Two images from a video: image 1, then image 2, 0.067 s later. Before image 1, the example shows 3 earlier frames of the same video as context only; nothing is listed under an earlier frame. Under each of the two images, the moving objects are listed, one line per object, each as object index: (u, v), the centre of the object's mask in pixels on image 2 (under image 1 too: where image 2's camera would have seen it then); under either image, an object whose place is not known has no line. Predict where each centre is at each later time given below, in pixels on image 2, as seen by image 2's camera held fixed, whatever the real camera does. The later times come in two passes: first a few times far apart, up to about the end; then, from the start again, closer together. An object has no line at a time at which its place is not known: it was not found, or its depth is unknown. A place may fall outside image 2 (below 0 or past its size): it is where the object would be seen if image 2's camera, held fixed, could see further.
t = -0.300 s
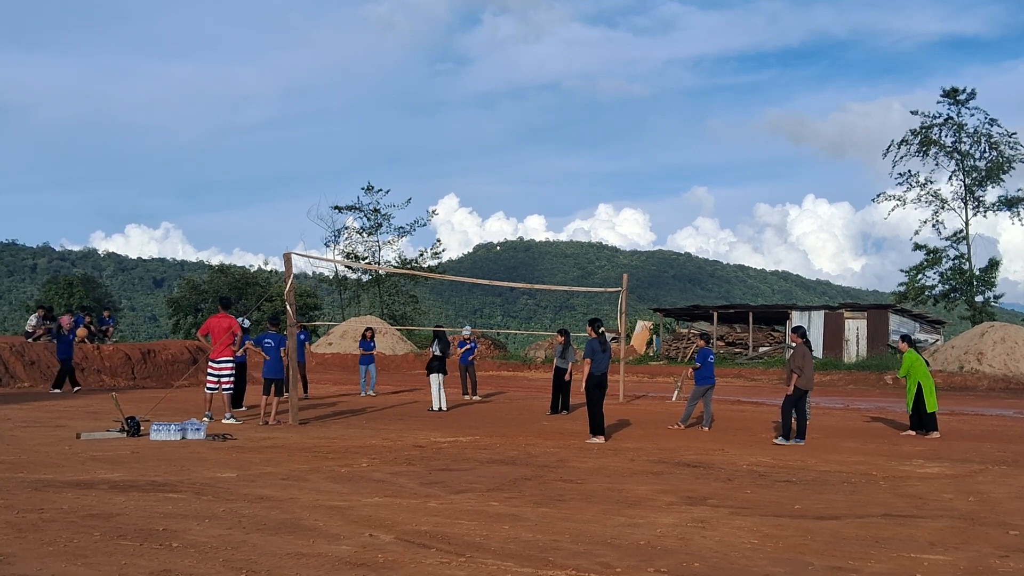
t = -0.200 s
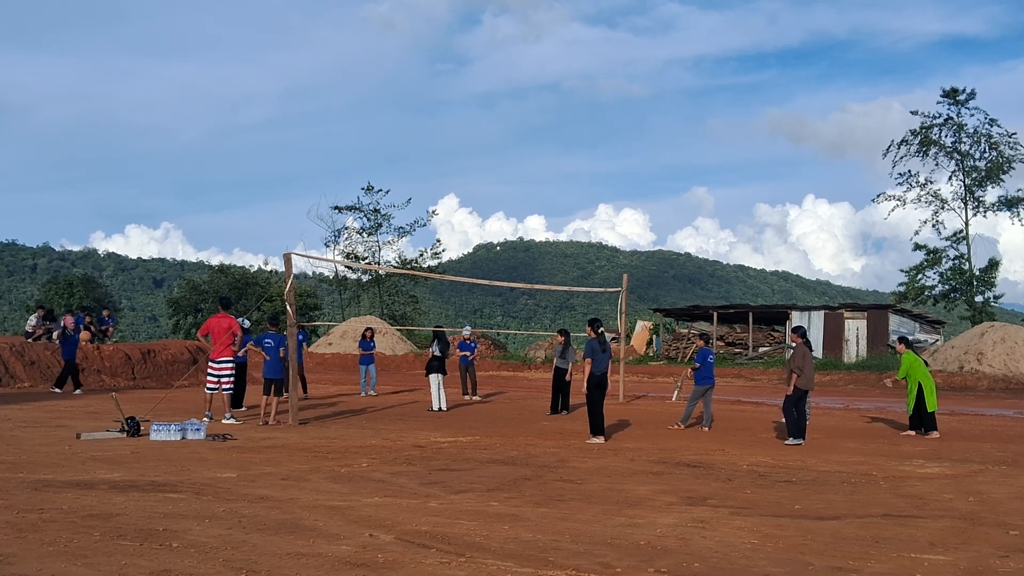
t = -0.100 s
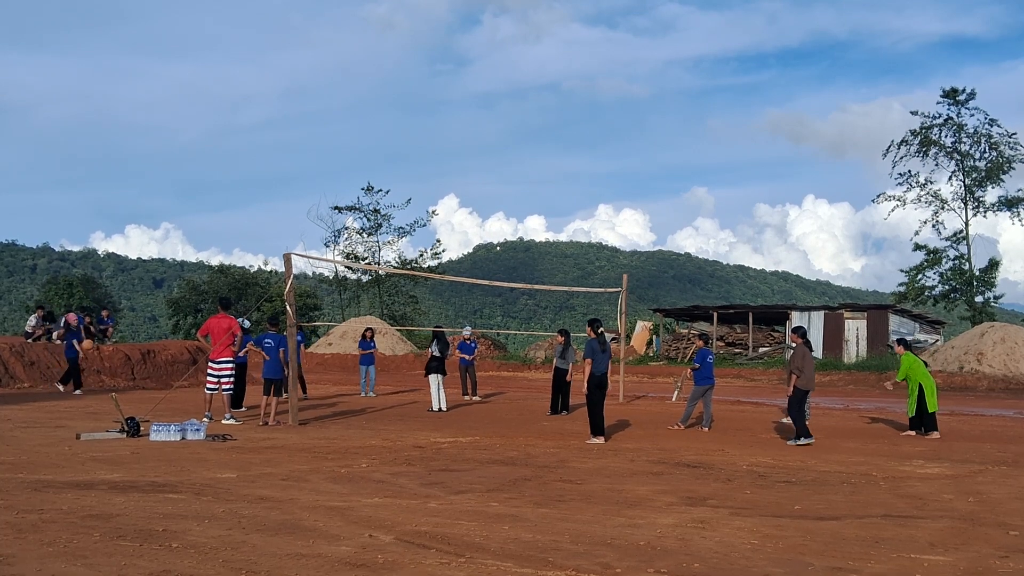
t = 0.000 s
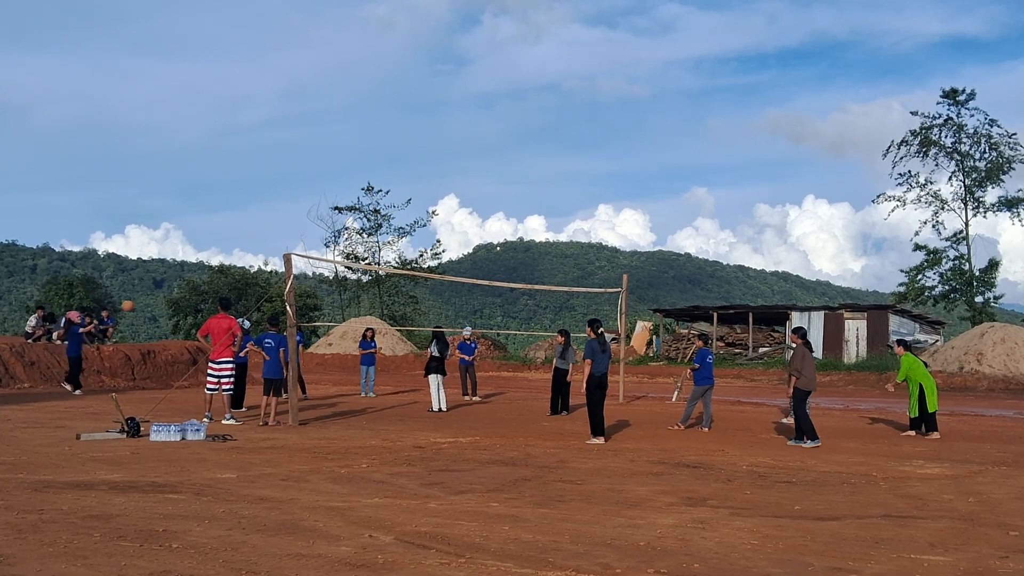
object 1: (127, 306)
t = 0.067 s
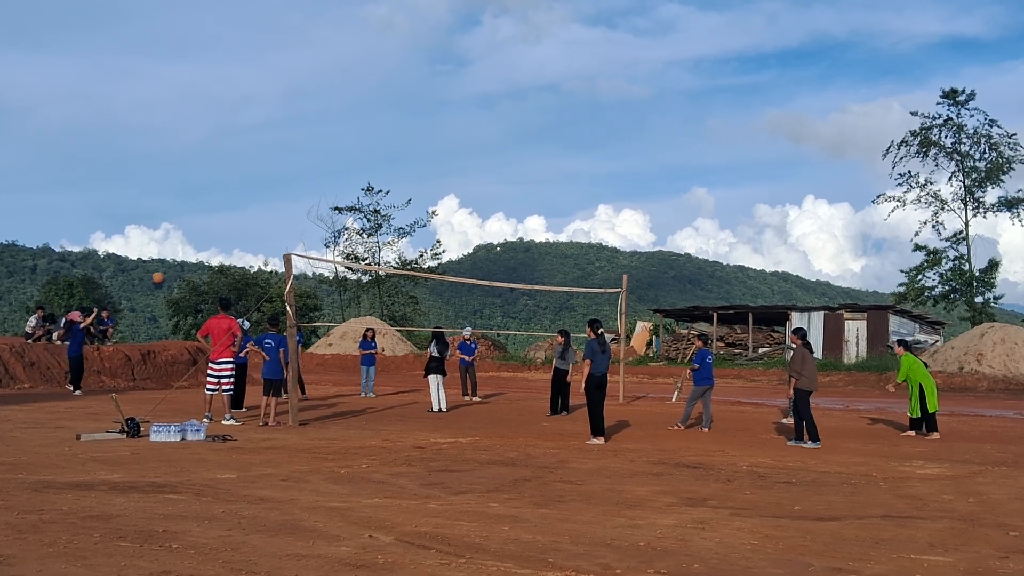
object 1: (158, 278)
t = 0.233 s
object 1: (233, 215)
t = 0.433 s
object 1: (320, 157)
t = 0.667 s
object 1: (420, 116)
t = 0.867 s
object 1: (506, 104)
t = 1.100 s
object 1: (606, 118)
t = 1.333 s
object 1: (705, 165)
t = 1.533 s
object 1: (788, 232)
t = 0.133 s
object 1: (189, 251)
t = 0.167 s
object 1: (203, 238)
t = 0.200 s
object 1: (219, 226)
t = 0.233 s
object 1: (233, 215)
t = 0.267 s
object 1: (248, 204)
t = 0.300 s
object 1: (263, 193)
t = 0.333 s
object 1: (277, 183)
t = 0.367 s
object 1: (291, 173)
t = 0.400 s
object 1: (306, 165)
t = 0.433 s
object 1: (320, 157)
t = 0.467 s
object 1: (334, 149)
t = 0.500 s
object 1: (349, 142)
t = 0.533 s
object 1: (363, 136)
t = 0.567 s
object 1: (377, 130)
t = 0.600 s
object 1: (392, 125)
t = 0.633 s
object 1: (406, 120)
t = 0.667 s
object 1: (420, 116)
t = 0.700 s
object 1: (435, 112)
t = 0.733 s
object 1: (449, 110)
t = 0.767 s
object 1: (463, 107)
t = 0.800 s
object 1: (477, 105)
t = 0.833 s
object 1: (492, 104)
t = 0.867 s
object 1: (506, 104)
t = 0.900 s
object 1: (520, 104)
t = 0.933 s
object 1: (534, 104)
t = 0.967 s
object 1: (549, 106)
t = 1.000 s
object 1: (563, 107)
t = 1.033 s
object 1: (577, 110)
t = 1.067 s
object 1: (592, 114)
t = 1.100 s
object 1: (606, 118)
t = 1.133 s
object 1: (620, 122)
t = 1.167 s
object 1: (634, 128)
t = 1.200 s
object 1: (649, 134)
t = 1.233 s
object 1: (663, 141)
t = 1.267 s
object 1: (677, 148)
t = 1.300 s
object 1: (691, 156)
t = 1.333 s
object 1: (705, 165)
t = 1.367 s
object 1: (719, 174)
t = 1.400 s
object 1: (733, 185)
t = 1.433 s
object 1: (746, 195)
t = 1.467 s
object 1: (760, 207)
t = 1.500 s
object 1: (774, 219)
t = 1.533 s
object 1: (788, 232)
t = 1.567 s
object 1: (801, 245)
